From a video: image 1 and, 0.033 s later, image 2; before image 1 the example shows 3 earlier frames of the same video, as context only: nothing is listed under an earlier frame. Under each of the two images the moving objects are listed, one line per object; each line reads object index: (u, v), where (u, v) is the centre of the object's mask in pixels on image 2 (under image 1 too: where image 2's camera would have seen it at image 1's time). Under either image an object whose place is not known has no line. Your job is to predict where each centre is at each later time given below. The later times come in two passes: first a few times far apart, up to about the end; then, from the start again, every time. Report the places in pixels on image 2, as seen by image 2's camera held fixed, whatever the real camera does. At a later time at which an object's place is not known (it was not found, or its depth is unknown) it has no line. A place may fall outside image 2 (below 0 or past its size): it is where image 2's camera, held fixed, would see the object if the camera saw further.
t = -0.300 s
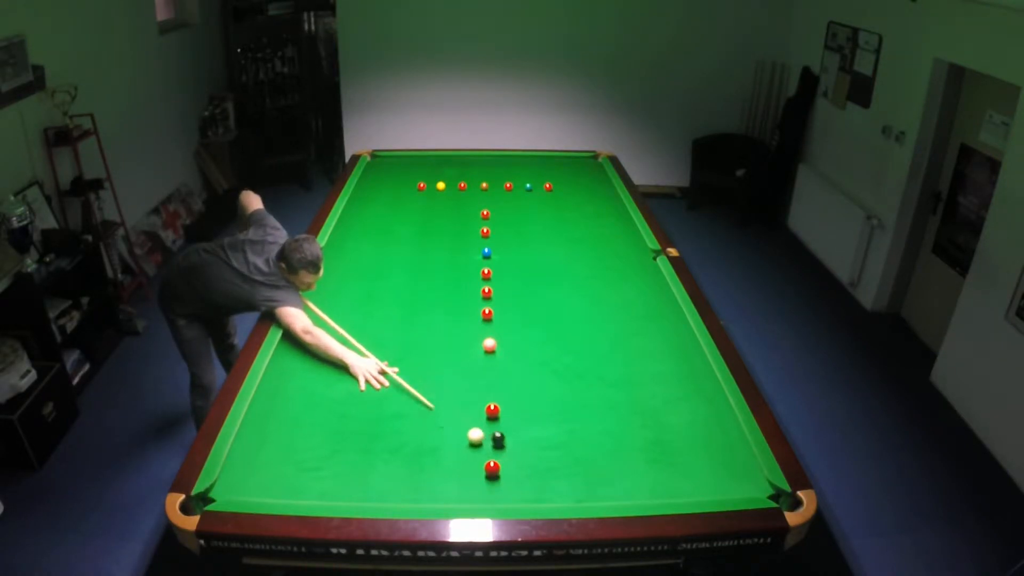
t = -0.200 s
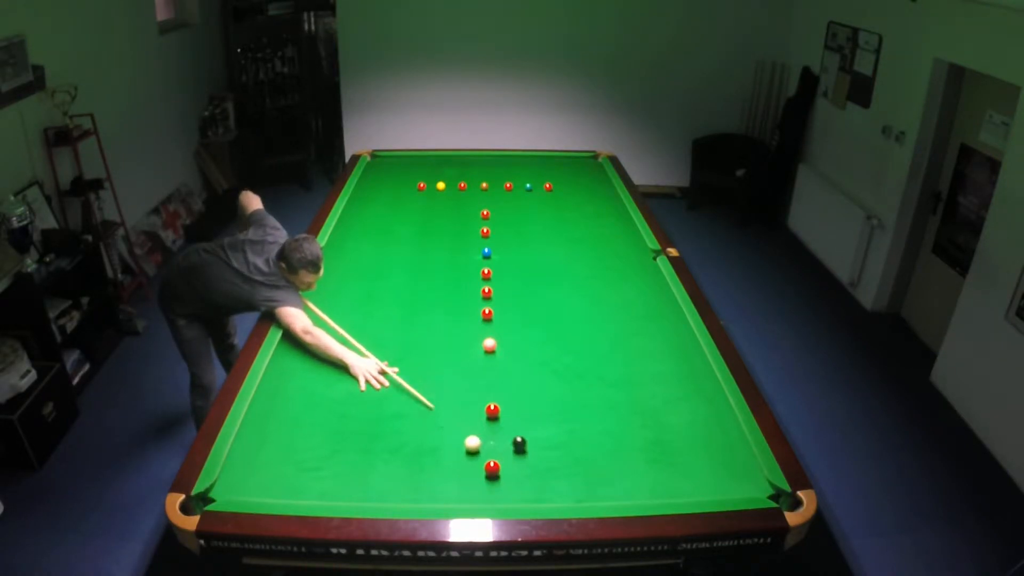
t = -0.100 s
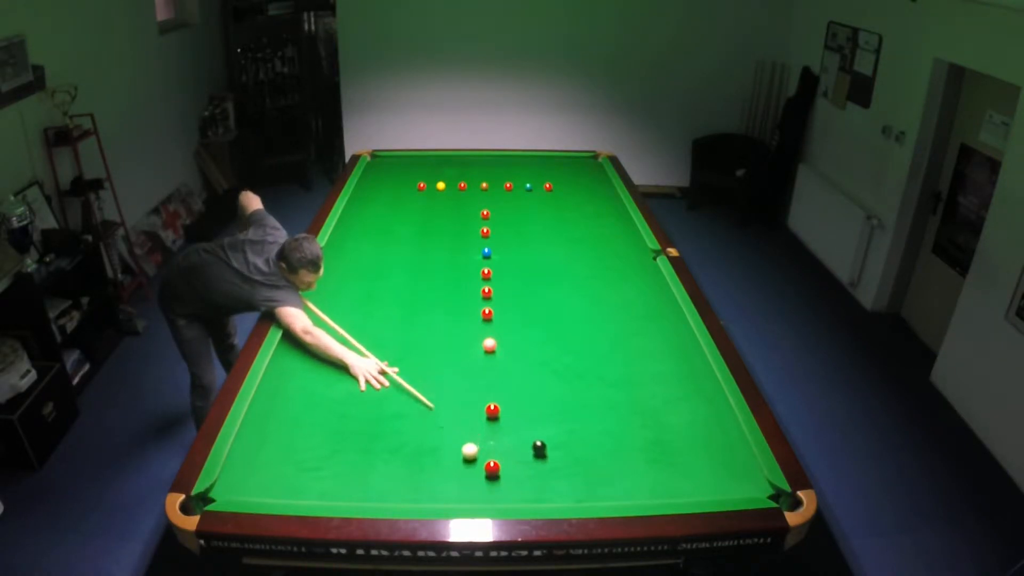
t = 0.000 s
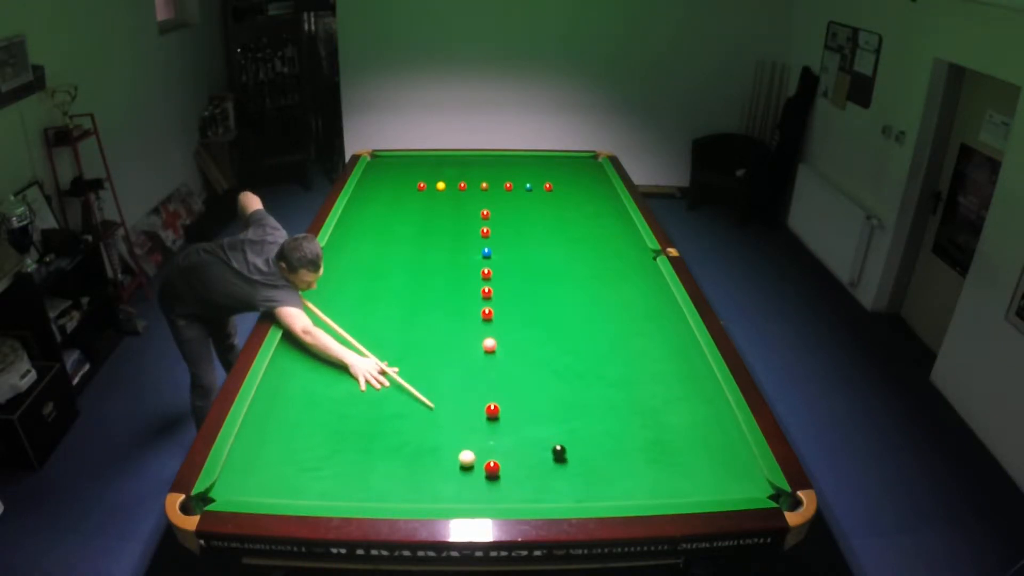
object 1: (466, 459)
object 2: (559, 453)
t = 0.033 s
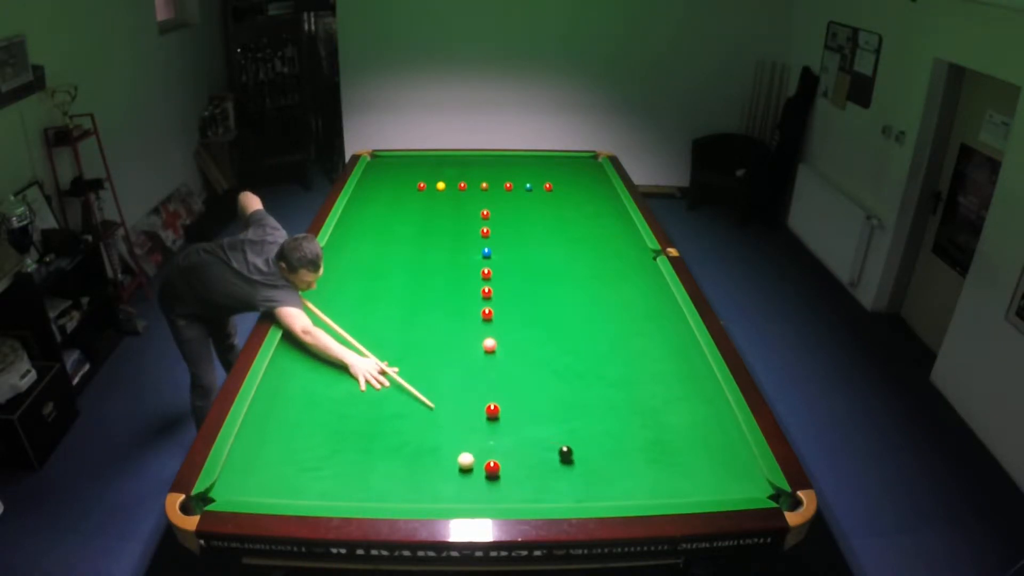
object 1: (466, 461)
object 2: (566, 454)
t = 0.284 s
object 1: (459, 479)
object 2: (614, 462)
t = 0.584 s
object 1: (451, 498)
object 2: (671, 473)
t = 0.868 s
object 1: (443, 488)
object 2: (722, 482)
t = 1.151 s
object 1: (436, 477)
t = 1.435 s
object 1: (430, 468)
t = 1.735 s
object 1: (425, 460)
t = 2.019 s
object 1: (422, 455)
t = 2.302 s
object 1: (420, 451)
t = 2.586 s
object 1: (419, 450)
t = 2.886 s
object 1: (420, 450)
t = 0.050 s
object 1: (465, 462)
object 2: (569, 453)
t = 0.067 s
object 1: (465, 463)
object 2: (572, 453)
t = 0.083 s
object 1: (464, 464)
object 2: (575, 454)
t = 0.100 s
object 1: (464, 466)
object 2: (578, 455)
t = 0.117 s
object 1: (463, 467)
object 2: (582, 456)
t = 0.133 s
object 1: (463, 468)
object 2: (585, 456)
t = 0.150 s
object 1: (463, 469)
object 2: (588, 457)
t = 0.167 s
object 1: (462, 471)
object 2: (591, 458)
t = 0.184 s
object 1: (462, 472)
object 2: (595, 458)
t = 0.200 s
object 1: (461, 473)
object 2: (598, 459)
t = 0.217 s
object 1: (461, 474)
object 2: (601, 459)
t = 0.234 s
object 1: (460, 475)
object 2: (604, 460)
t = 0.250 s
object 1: (460, 477)
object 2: (608, 461)
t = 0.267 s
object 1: (459, 478)
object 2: (611, 461)
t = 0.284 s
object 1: (459, 479)
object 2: (614, 462)
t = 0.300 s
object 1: (458, 480)
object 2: (617, 462)
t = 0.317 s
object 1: (458, 481)
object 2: (620, 463)
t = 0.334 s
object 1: (457, 483)
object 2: (624, 464)
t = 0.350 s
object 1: (457, 484)
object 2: (627, 464)
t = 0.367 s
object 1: (457, 485)
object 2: (630, 465)
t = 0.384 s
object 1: (456, 486)
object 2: (633, 466)
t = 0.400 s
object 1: (456, 488)
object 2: (636, 466)
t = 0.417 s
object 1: (455, 489)
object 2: (639, 467)
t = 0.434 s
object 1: (455, 490)
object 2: (643, 467)
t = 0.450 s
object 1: (454, 491)
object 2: (646, 468)
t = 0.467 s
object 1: (454, 492)
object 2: (649, 468)
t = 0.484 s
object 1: (453, 493)
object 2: (652, 469)
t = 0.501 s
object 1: (453, 494)
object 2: (655, 470)
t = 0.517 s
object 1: (453, 495)
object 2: (658, 471)
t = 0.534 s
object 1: (452, 496)
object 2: (661, 471)
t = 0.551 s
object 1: (452, 497)
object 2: (664, 472)
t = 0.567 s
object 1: (451, 498)
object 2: (668, 472)
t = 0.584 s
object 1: (451, 498)
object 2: (671, 473)
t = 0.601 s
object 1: (451, 498)
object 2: (674, 474)
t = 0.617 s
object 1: (450, 497)
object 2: (677, 474)
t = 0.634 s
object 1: (449, 497)
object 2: (680, 475)
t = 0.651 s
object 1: (449, 496)
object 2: (683, 475)
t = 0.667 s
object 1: (448, 496)
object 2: (686, 476)
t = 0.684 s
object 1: (448, 496)
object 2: (689, 476)
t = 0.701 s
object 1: (447, 495)
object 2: (692, 477)
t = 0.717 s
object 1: (447, 495)
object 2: (695, 477)
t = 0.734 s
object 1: (446, 494)
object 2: (698, 478)
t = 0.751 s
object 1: (446, 493)
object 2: (701, 479)
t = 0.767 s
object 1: (445, 492)
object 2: (704, 479)
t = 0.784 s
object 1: (445, 491)
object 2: (707, 479)
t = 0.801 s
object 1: (444, 491)
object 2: (710, 480)
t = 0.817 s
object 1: (444, 490)
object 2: (713, 481)
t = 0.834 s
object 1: (444, 489)
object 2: (716, 481)
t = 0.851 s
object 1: (443, 489)
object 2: (719, 482)
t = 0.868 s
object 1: (443, 488)
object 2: (722, 482)
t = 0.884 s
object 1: (442, 487)
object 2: (725, 483)
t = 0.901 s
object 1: (442, 487)
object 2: (727, 483)
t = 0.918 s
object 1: (442, 486)
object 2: (730, 484)
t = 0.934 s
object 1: (441, 485)
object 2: (733, 484)
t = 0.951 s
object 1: (441, 484)
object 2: (736, 485)
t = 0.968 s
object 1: (440, 484)
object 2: (739, 485)
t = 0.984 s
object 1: (440, 483)
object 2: (742, 486)
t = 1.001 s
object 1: (439, 482)
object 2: (745, 486)
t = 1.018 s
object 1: (439, 482)
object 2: (747, 486)
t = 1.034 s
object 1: (439, 481)
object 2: (750, 487)
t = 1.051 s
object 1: (438, 480)
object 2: (753, 487)
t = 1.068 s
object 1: (438, 480)
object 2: (756, 488)
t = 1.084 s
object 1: (438, 479)
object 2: (759, 488)
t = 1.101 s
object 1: (437, 479)
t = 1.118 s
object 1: (437, 478)
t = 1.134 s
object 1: (436, 477)
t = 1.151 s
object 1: (436, 477)
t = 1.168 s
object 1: (435, 476)
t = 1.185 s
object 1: (435, 476)
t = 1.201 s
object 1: (435, 475)
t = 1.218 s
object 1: (434, 475)
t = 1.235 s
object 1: (434, 474)
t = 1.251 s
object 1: (434, 474)
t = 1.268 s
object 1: (433, 473)
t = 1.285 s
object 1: (433, 473)
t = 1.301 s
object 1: (433, 472)
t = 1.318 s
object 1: (432, 471)
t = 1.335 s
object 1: (432, 471)
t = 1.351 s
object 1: (432, 470)
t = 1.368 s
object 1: (431, 470)
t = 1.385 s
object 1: (431, 469)
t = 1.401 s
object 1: (431, 469)
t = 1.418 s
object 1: (430, 468)
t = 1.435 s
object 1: (430, 468)
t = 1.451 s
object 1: (430, 467)
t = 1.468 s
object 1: (429, 467)
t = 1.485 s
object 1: (429, 466)
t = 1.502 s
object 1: (429, 466)
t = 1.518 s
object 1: (429, 466)
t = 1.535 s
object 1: (428, 465)
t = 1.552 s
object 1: (428, 465)
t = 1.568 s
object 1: (428, 464)
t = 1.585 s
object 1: (427, 464)
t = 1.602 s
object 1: (427, 463)
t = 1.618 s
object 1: (427, 463)
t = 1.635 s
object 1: (427, 463)
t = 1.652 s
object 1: (426, 462)
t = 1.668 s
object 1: (426, 462)
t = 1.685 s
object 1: (426, 462)
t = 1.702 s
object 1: (426, 461)
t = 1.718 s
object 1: (426, 461)
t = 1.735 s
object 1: (425, 460)
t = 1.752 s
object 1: (425, 460)
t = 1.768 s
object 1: (425, 460)
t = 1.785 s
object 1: (425, 459)
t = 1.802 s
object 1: (424, 459)
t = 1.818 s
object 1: (424, 459)
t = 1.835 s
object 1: (424, 458)
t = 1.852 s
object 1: (424, 458)
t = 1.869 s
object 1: (424, 458)
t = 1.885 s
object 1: (423, 457)
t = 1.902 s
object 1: (423, 457)
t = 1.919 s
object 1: (423, 457)
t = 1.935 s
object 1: (423, 456)
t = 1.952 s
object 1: (423, 456)
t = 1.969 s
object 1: (423, 456)
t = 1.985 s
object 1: (422, 456)
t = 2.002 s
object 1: (422, 455)
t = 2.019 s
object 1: (422, 455)
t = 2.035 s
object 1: (422, 455)
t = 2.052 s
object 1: (422, 455)
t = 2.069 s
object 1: (422, 454)
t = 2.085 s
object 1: (421, 454)
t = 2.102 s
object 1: (421, 454)
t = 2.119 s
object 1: (421, 454)
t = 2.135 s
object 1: (421, 453)
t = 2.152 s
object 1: (421, 453)
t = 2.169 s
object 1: (421, 453)
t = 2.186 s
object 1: (421, 453)
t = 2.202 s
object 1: (421, 453)
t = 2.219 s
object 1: (421, 452)
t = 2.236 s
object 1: (420, 452)
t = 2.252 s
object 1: (420, 452)
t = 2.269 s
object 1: (420, 452)
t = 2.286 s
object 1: (420, 452)
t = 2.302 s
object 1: (420, 451)
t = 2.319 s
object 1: (420, 451)
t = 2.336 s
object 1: (420, 451)
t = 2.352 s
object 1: (420, 451)
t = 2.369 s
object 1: (420, 451)
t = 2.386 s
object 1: (420, 451)
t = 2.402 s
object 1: (420, 450)
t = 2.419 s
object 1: (420, 450)
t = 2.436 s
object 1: (420, 450)
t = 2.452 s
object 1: (420, 450)
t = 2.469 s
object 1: (420, 450)
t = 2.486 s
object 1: (420, 450)
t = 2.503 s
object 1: (419, 450)
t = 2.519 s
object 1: (419, 450)
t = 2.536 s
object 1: (419, 450)
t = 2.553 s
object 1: (419, 450)
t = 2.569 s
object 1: (419, 450)
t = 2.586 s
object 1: (419, 450)
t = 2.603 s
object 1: (419, 449)
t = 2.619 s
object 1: (419, 450)
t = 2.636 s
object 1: (419, 449)
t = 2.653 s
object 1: (419, 449)
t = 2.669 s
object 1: (419, 449)
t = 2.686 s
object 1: (419, 449)
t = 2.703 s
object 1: (419, 449)
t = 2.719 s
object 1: (419, 449)
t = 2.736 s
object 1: (419, 449)
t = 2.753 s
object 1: (419, 449)
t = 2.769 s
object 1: (419, 449)
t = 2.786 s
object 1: (419, 449)
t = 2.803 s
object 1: (419, 449)
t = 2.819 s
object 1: (419, 449)
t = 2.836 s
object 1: (419, 449)
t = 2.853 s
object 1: (419, 449)
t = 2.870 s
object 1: (420, 450)
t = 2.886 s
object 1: (420, 450)
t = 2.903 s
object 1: (420, 450)
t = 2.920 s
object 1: (420, 450)
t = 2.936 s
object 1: (420, 450)
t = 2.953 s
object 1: (420, 450)
